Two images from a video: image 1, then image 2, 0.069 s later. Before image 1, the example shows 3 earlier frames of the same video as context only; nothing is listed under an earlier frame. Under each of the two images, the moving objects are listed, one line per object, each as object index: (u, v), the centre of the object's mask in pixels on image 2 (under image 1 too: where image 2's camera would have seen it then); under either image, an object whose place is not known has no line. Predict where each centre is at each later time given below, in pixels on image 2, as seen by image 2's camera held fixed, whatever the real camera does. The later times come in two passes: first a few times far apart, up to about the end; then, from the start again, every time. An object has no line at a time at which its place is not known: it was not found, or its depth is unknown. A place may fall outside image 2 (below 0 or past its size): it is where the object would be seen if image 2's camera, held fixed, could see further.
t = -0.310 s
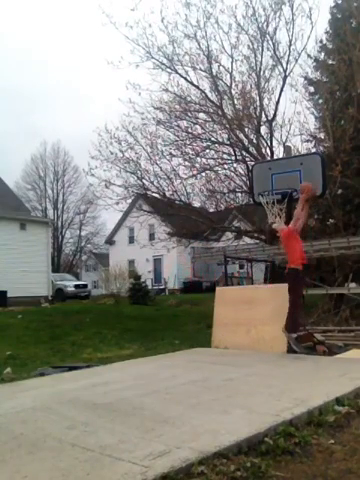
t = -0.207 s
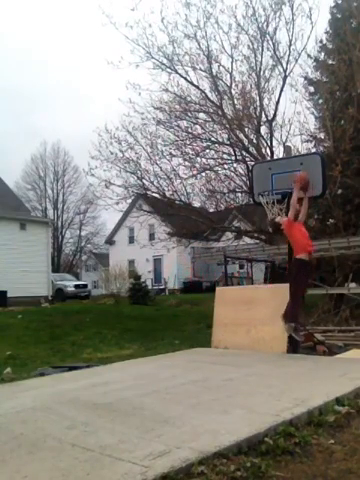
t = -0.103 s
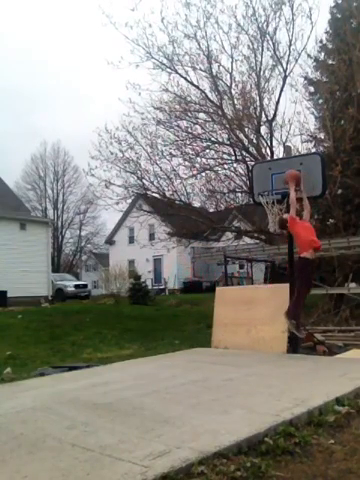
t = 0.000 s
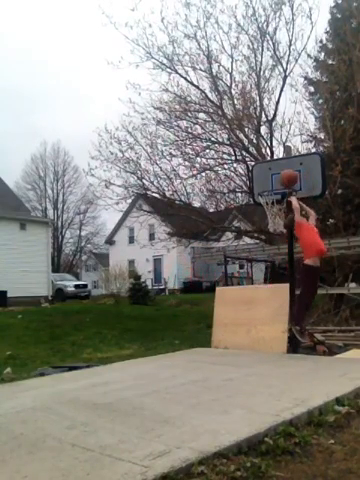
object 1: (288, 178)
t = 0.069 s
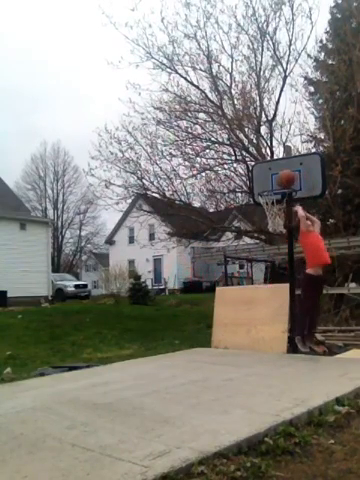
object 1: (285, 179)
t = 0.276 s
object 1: (277, 184)
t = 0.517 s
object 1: (270, 211)
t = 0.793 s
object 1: (270, 288)
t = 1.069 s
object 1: (271, 306)
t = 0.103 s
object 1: (285, 179)
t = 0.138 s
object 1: (283, 180)
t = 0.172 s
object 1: (283, 180)
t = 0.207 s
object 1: (281, 181)
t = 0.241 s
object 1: (279, 181)
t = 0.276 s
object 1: (277, 184)
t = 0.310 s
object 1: (276, 185)
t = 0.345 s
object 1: (275, 186)
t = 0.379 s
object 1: (274, 192)
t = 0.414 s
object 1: (273, 198)
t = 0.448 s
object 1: (271, 199)
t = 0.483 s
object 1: (270, 206)
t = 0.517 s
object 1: (270, 211)
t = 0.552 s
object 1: (269, 219)
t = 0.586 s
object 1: (269, 232)
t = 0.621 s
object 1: (270, 234)
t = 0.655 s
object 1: (270, 244)
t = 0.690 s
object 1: (270, 254)
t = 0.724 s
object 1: (270, 264)
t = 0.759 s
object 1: (270, 275)
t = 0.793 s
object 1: (270, 288)
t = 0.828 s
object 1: (271, 300)
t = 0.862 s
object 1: (271, 314)
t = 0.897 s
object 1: (271, 328)
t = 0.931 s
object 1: (272, 344)
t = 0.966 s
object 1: (272, 336)
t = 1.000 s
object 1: (271, 325)
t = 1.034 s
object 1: (271, 315)
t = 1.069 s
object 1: (271, 306)
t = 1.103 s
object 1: (271, 299)
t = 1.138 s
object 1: (271, 292)
